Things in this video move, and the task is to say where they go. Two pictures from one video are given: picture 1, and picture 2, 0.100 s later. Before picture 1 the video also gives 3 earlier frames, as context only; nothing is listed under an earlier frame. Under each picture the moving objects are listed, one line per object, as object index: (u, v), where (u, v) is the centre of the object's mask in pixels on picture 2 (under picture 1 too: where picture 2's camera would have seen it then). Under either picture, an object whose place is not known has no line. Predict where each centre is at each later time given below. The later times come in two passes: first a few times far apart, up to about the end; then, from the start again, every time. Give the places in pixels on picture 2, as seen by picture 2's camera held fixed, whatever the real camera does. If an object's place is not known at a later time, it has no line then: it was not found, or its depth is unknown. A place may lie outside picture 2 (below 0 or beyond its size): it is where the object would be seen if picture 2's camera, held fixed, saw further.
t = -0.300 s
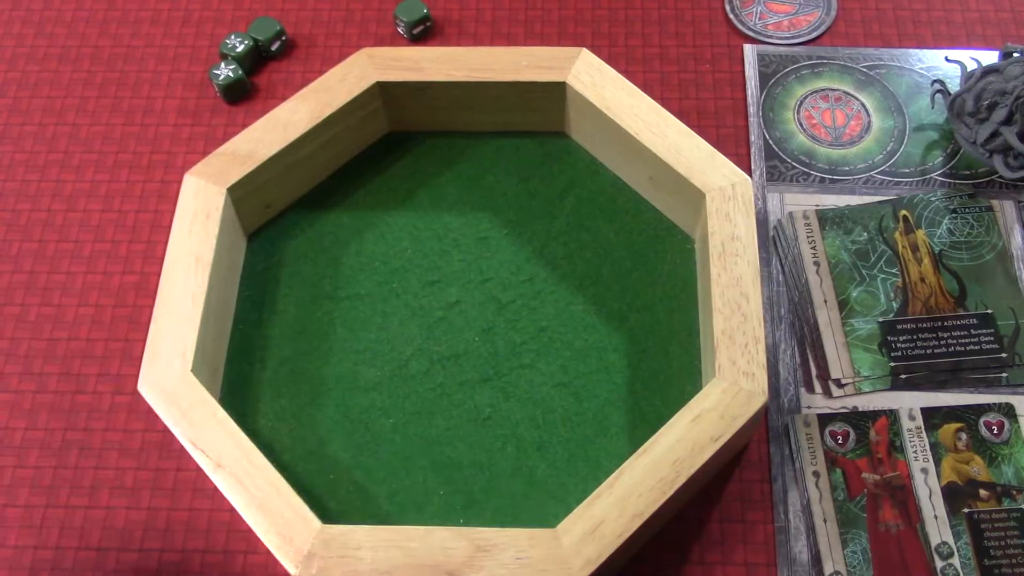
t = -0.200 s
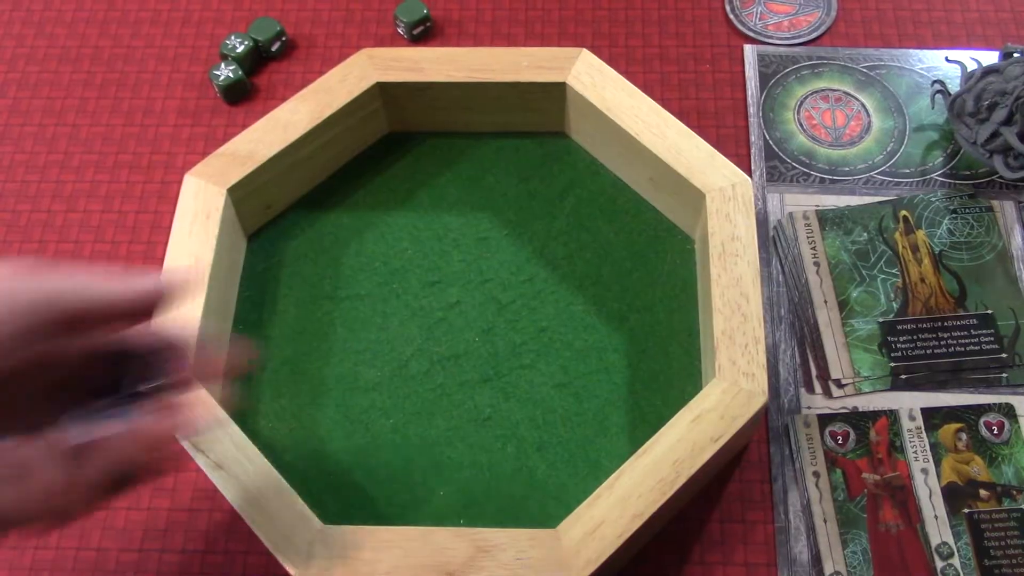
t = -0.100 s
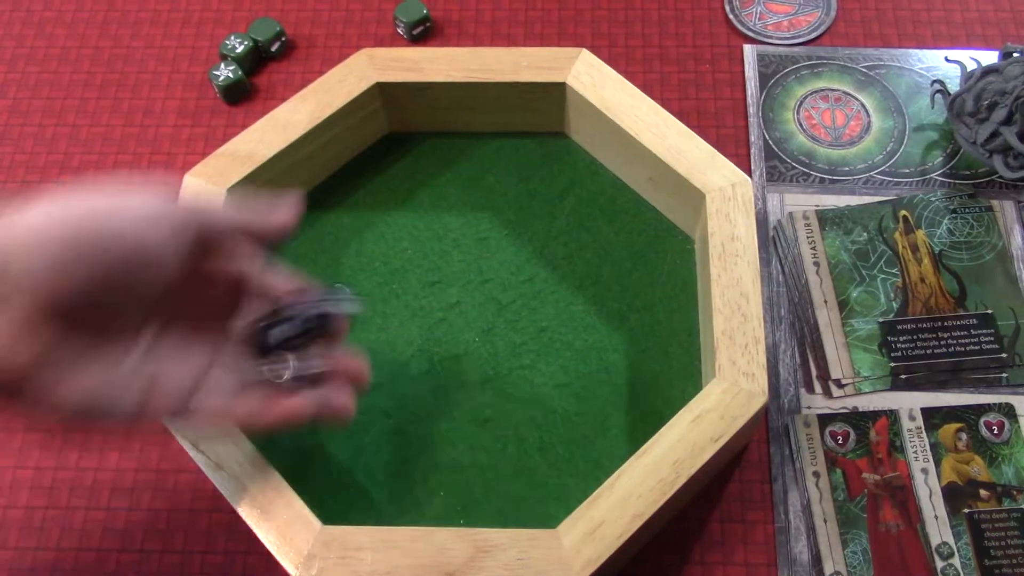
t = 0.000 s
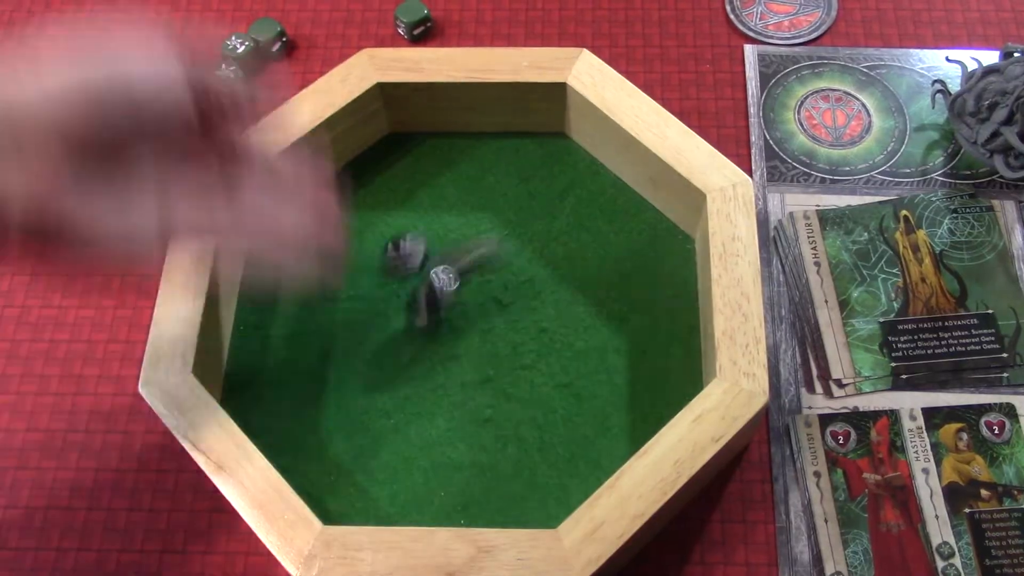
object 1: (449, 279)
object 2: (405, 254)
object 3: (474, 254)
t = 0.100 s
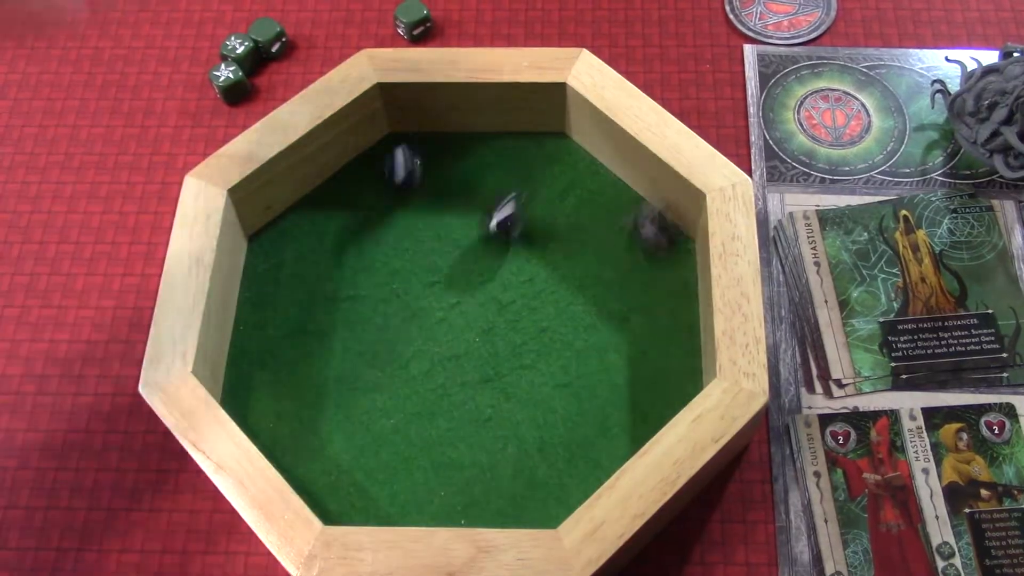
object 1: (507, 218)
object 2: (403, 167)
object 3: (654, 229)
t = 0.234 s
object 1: (569, 155)
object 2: (397, 186)
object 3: (608, 369)
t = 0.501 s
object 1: (518, 176)
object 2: (412, 254)
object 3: (566, 440)
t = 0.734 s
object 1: (535, 184)
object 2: (420, 242)
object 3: (534, 416)
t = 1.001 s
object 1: (535, 184)
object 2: (420, 242)
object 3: (534, 416)
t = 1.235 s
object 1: (535, 184)
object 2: (420, 243)
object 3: (534, 416)
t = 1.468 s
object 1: (535, 183)
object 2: (420, 243)
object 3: (534, 416)
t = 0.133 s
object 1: (521, 193)
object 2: (400, 142)
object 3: (643, 267)
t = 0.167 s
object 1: (536, 181)
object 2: (399, 149)
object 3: (632, 303)
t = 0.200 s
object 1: (551, 162)
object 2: (396, 166)
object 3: (620, 336)
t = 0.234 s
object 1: (569, 155)
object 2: (397, 186)
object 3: (608, 369)
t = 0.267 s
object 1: (562, 155)
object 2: (397, 201)
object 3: (602, 393)
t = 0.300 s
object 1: (549, 161)
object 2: (398, 212)
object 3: (598, 415)
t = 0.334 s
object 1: (537, 168)
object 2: (402, 223)
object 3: (596, 433)
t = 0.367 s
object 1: (526, 169)
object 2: (406, 234)
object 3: (600, 450)
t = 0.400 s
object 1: (518, 170)
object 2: (406, 246)
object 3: (602, 459)
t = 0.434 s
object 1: (516, 172)
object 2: (407, 253)
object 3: (597, 461)
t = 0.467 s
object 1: (517, 174)
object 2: (409, 254)
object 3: (579, 449)
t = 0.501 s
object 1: (518, 176)
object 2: (412, 254)
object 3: (566, 440)
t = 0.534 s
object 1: (524, 179)
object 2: (414, 253)
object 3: (553, 435)
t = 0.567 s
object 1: (530, 182)
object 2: (415, 249)
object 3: (539, 434)
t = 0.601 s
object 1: (535, 184)
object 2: (419, 244)
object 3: (532, 433)
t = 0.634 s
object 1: (535, 183)
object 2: (420, 242)
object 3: (529, 428)
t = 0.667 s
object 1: (535, 184)
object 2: (420, 243)
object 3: (530, 421)
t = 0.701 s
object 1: (535, 184)
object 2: (420, 243)
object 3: (534, 417)
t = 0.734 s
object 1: (535, 184)
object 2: (420, 242)
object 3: (534, 416)
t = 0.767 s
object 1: (535, 184)
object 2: (420, 243)
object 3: (534, 416)
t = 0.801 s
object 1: (535, 184)
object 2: (420, 242)
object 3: (534, 416)
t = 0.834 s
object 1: (535, 183)
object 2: (420, 242)
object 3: (533, 416)
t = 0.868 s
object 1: (535, 184)
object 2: (420, 242)
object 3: (534, 416)
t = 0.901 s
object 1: (535, 184)
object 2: (420, 242)
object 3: (534, 416)
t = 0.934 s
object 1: (535, 184)
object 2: (420, 243)
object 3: (534, 416)
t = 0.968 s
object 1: (535, 184)
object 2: (420, 243)
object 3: (534, 416)
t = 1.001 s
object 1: (535, 184)
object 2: (420, 242)
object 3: (534, 416)
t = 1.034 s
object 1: (535, 184)
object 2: (420, 242)
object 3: (534, 416)
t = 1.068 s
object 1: (535, 183)
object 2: (420, 243)
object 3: (534, 416)
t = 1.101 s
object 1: (535, 184)
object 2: (420, 243)
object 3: (534, 416)
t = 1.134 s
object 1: (535, 184)
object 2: (420, 242)
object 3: (534, 416)
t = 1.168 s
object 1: (535, 184)
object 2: (420, 243)
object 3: (534, 416)
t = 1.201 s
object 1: (535, 184)
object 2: (420, 243)
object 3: (534, 416)
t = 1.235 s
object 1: (535, 184)
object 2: (420, 243)
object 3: (534, 416)
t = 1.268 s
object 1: (535, 183)
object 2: (420, 242)
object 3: (534, 416)
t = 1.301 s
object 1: (535, 183)
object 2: (420, 242)
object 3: (534, 416)
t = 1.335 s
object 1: (535, 183)
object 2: (420, 243)
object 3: (534, 416)
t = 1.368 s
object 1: (535, 184)
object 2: (420, 243)
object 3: (534, 416)
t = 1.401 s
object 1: (536, 184)
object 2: (420, 242)
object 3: (534, 416)
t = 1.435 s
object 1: (535, 184)
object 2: (420, 242)
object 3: (534, 416)
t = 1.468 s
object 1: (535, 183)
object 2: (420, 243)
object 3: (534, 416)
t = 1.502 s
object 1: (535, 184)
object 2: (420, 243)
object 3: (534, 416)
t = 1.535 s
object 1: (535, 183)
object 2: (420, 242)
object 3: (534, 416)
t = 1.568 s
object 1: (535, 183)
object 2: (420, 243)
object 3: (534, 416)
